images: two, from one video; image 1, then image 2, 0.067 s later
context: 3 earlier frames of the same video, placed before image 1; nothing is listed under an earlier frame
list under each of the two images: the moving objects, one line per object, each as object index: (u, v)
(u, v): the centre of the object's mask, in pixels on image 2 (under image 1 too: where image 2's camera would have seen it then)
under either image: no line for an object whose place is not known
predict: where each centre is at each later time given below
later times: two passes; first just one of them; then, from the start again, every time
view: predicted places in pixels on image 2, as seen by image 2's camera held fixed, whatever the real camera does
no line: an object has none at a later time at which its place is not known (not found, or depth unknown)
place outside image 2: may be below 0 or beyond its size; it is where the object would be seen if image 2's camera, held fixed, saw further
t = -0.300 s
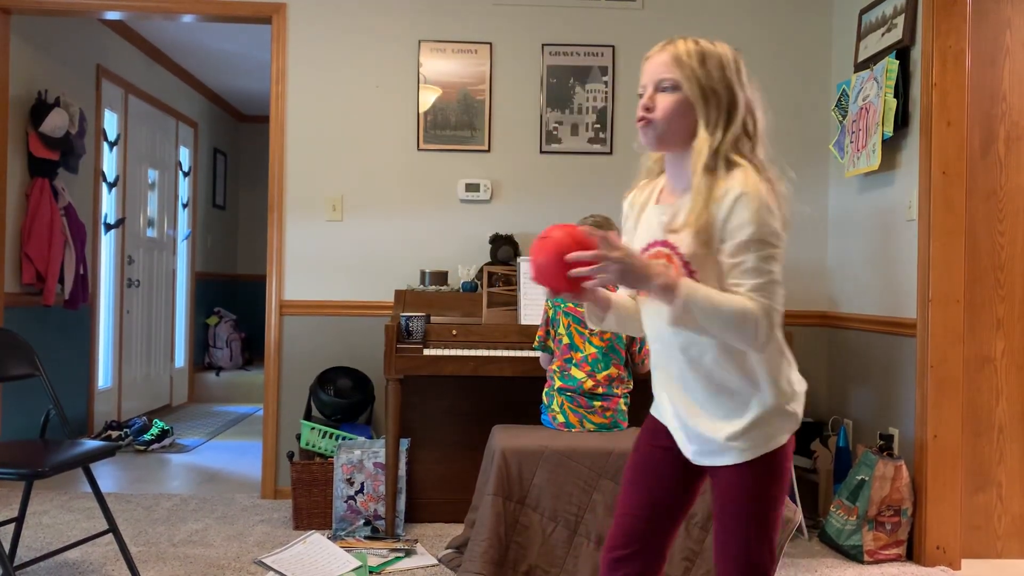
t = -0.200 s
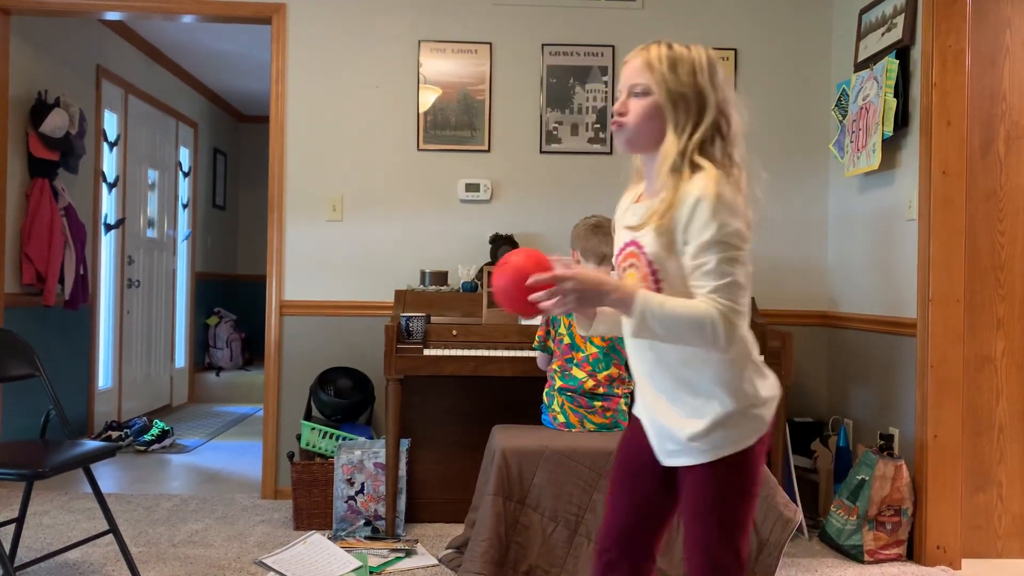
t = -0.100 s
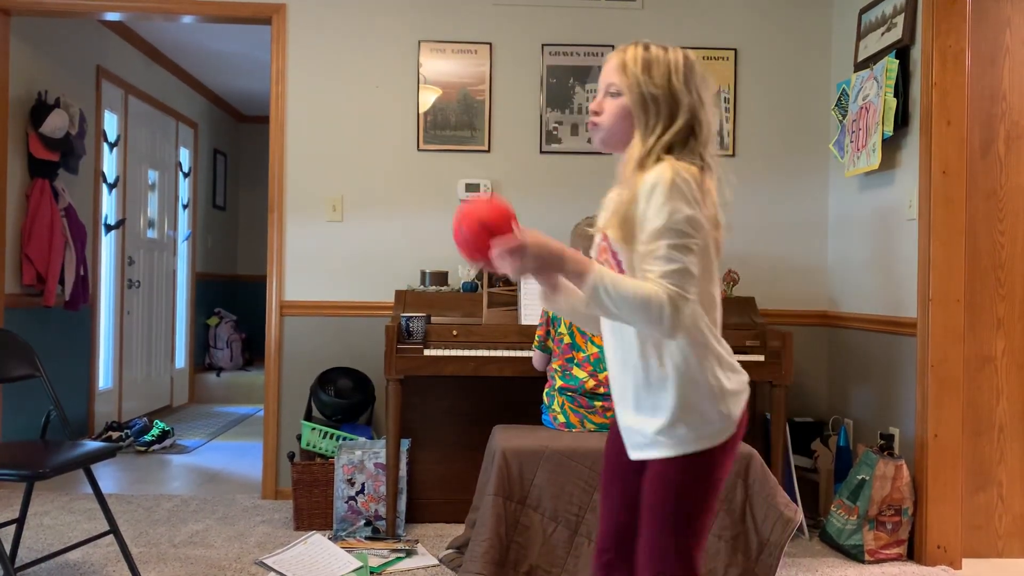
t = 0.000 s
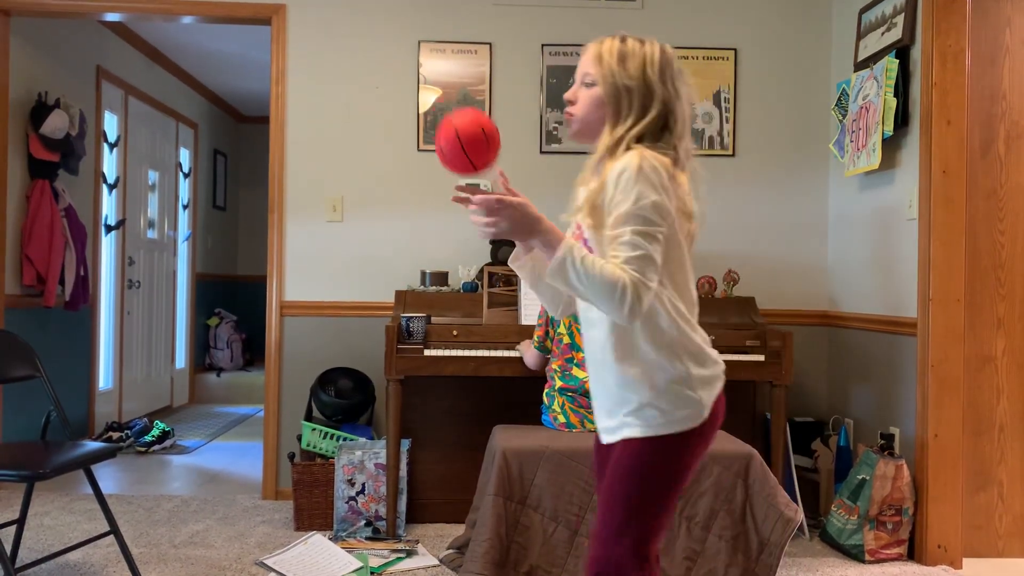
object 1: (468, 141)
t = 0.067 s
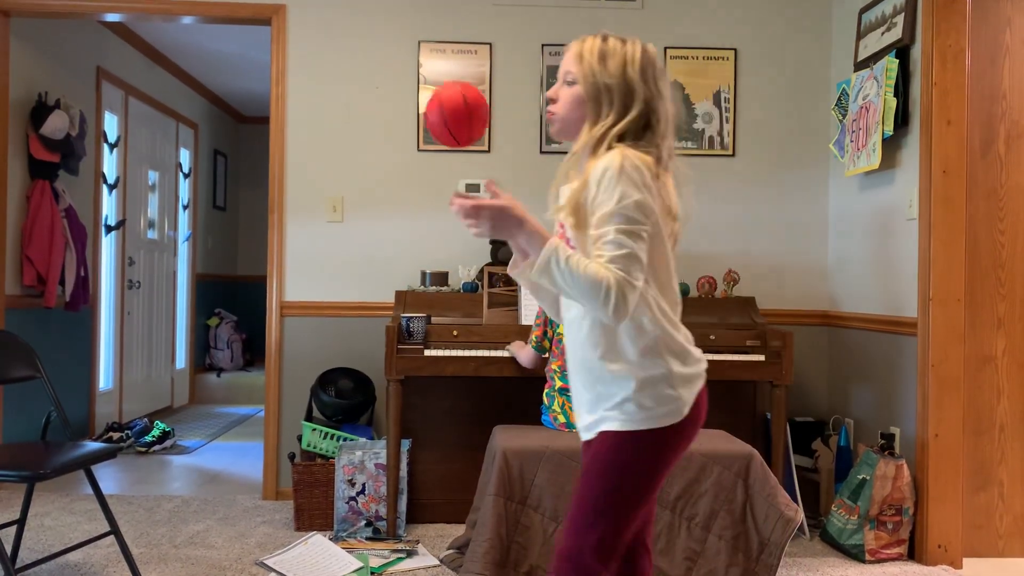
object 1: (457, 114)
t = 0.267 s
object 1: (423, 166)
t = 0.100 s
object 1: (451, 109)
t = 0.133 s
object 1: (445, 110)
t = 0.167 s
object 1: (440, 115)
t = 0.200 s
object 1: (434, 127)
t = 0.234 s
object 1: (429, 143)
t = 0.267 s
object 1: (423, 166)
